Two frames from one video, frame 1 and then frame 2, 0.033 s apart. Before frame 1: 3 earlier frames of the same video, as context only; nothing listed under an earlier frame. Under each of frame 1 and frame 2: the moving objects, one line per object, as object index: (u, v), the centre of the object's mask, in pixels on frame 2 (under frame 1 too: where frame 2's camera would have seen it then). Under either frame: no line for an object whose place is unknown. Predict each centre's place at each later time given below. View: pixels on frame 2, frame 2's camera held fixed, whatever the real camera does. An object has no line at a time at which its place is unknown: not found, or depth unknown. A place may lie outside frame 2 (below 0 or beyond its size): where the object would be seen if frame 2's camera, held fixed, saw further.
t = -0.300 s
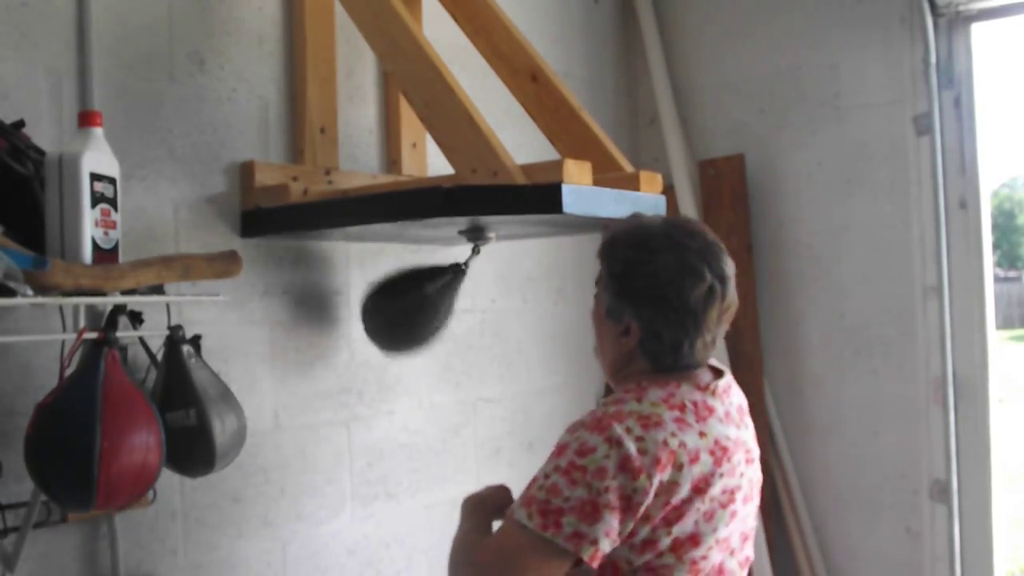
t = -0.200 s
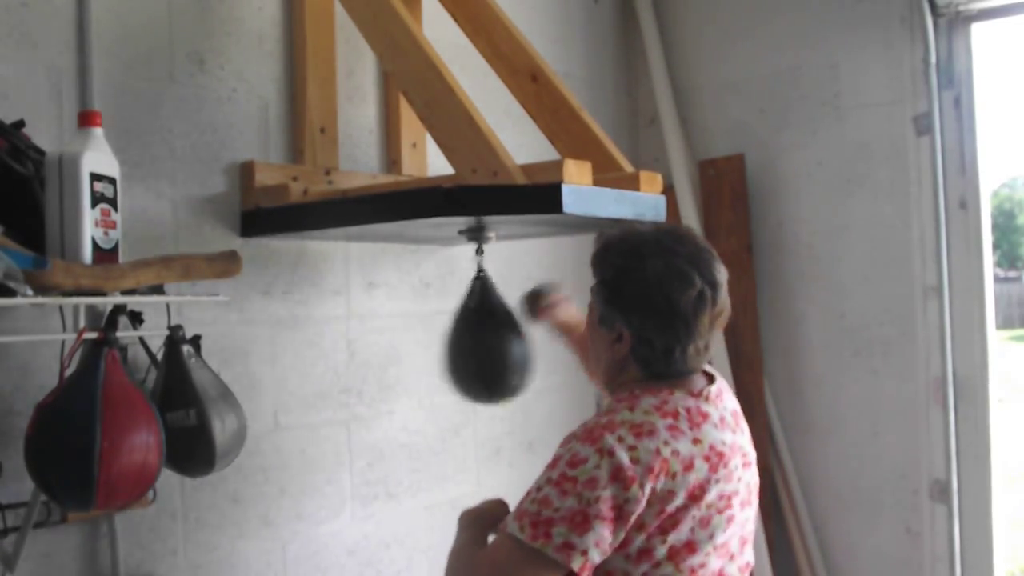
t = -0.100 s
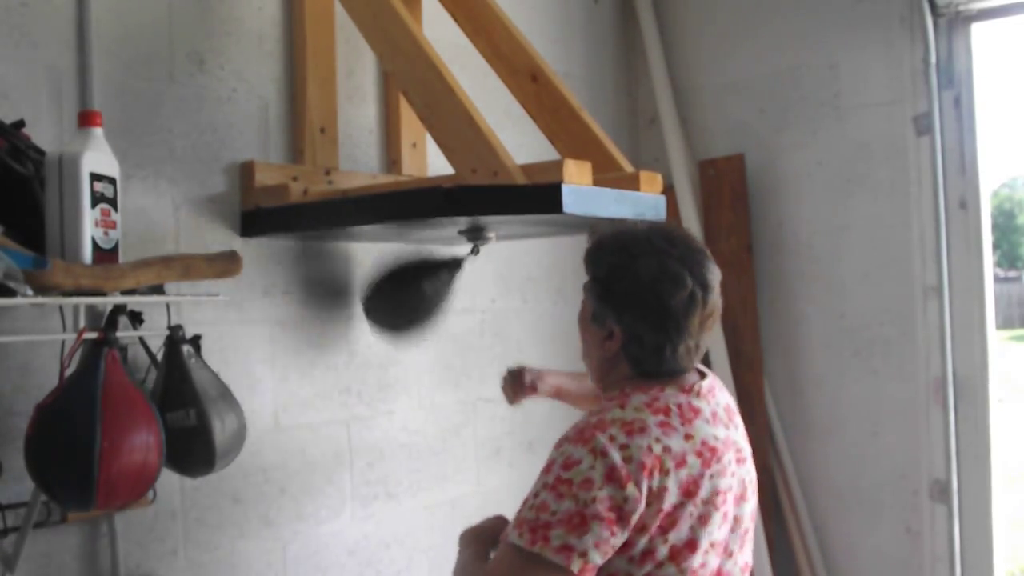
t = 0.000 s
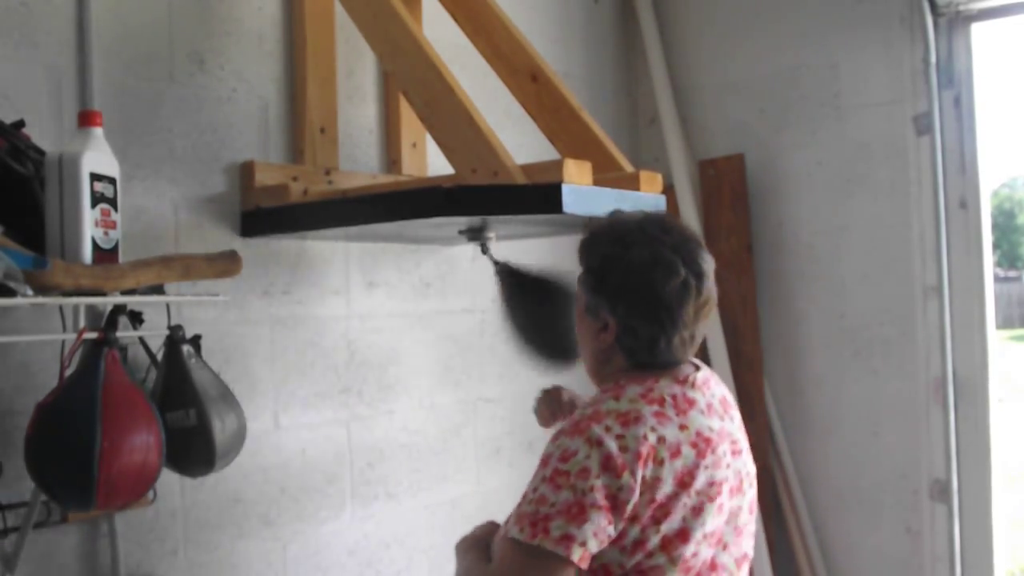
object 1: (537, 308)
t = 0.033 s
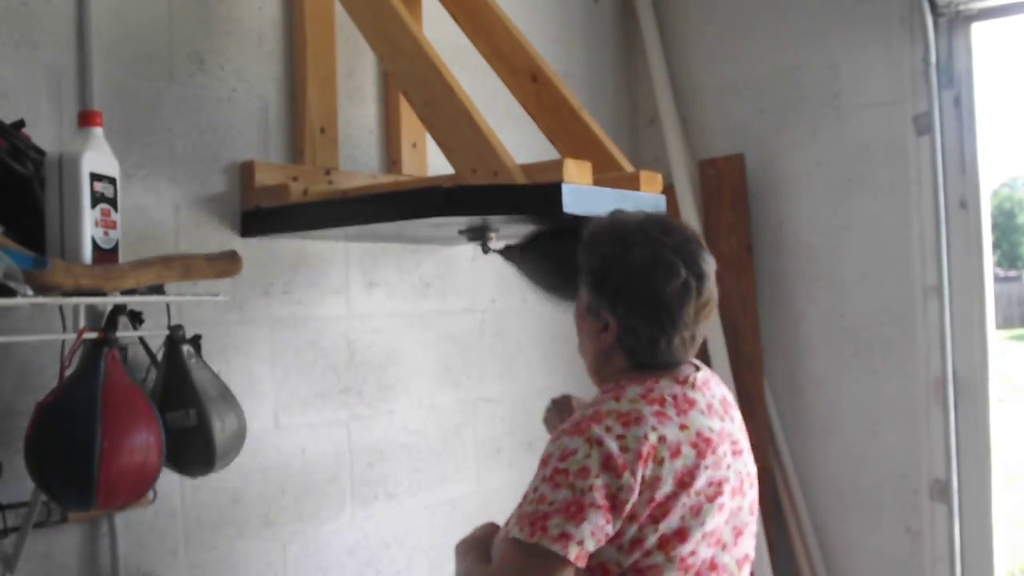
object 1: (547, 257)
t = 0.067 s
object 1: (542, 284)
